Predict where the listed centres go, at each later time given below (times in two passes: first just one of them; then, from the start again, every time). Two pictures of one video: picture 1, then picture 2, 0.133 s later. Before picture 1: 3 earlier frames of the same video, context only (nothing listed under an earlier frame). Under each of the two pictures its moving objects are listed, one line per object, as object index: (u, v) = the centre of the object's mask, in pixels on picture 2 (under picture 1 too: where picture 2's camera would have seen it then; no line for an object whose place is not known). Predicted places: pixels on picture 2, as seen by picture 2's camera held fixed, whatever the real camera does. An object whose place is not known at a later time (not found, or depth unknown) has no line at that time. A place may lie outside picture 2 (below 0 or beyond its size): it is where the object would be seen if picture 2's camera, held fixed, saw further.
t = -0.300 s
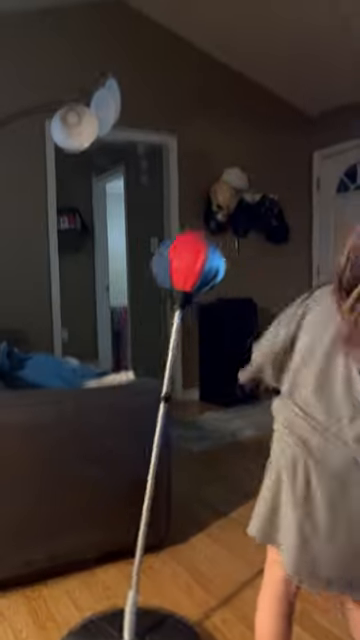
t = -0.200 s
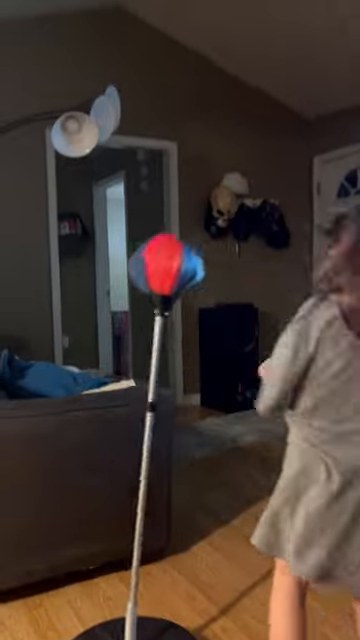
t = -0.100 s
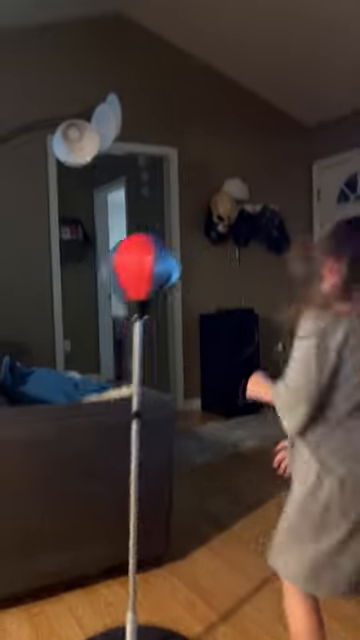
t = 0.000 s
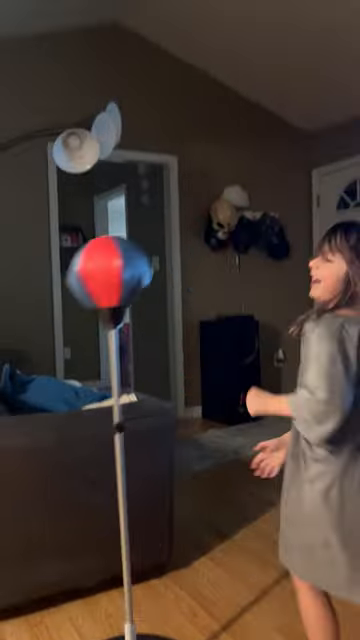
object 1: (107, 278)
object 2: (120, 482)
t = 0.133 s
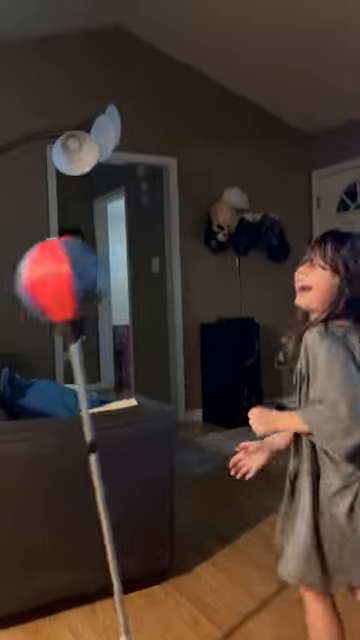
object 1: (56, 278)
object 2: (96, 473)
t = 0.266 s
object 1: (22, 298)
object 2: (70, 489)
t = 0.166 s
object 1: (49, 283)
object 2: (89, 474)
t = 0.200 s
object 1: (39, 287)
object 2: (81, 472)
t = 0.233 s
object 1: (29, 293)
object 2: (75, 477)
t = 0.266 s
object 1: (22, 298)
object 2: (70, 489)
